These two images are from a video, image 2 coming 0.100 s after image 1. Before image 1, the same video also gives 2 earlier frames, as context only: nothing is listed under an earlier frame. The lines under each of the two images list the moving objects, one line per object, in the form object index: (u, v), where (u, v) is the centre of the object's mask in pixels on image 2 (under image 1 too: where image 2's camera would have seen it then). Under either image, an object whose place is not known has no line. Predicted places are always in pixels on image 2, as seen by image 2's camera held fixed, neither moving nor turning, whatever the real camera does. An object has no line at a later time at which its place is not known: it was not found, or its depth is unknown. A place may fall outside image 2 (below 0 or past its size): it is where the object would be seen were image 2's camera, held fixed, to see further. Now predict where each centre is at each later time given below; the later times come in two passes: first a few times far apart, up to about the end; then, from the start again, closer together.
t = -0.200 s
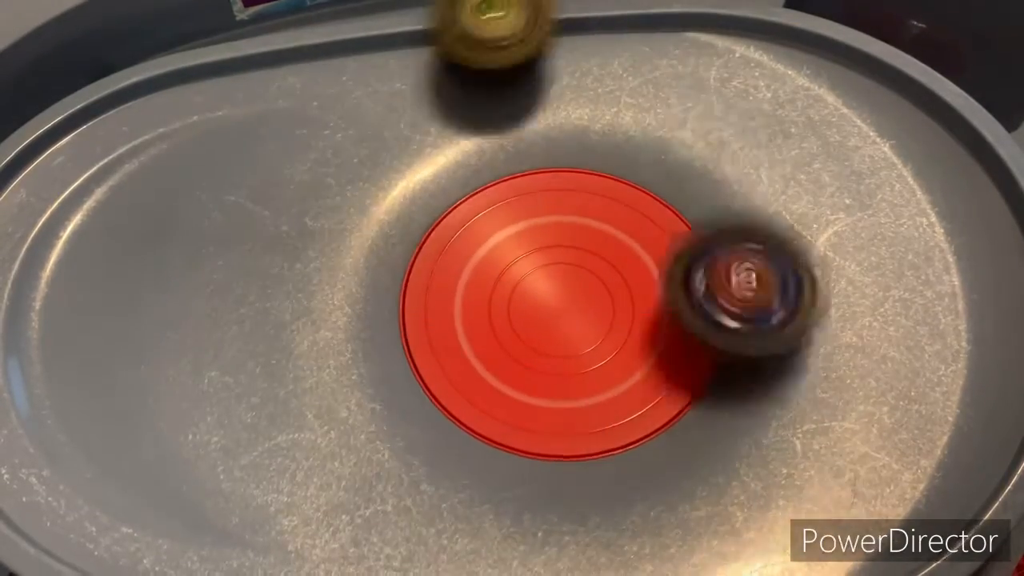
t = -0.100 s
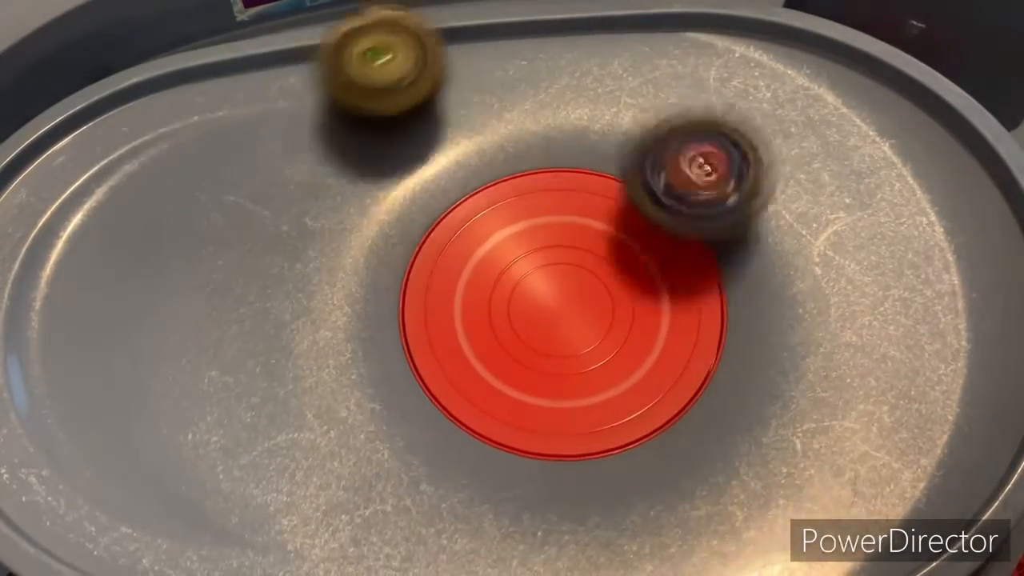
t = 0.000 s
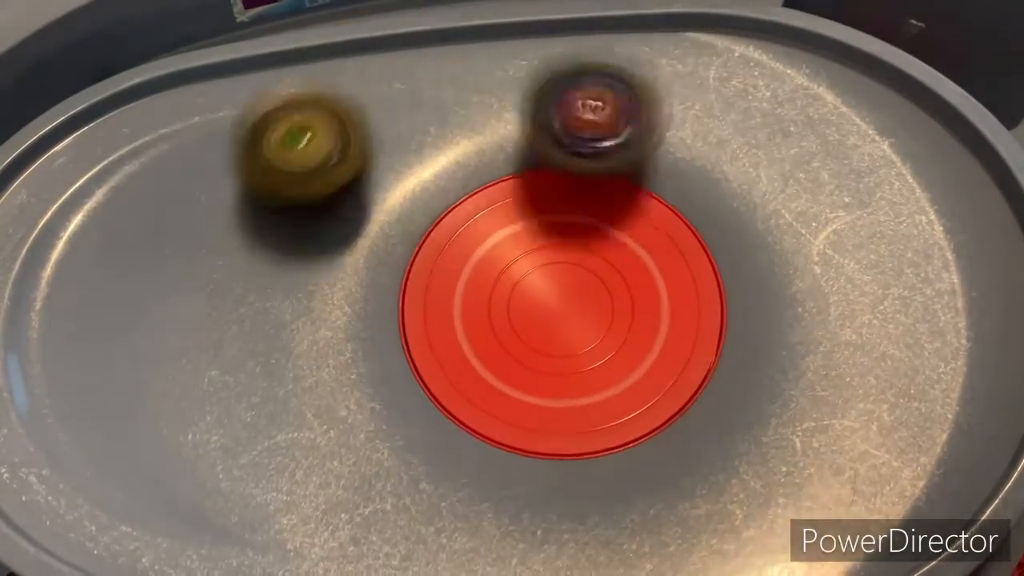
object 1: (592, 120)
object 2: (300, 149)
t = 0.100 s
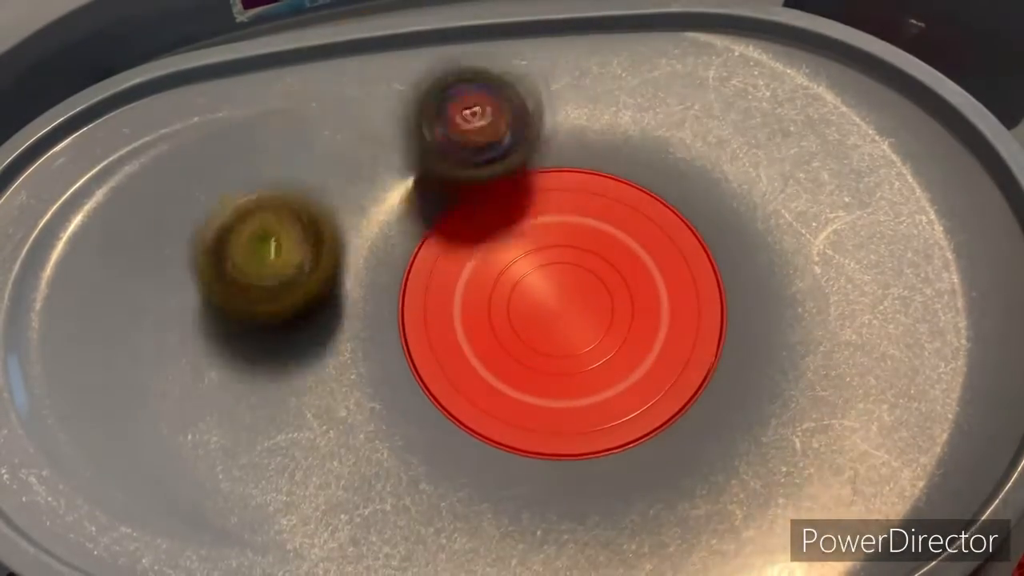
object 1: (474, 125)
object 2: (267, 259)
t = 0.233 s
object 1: (370, 226)
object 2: (301, 418)
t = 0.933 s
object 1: (562, 84)
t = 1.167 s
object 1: (386, 148)
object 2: (711, 127)
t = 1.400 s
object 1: (385, 369)
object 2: (360, 163)
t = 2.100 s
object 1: (454, 166)
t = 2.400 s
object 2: (618, 137)
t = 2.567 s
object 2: (414, 124)
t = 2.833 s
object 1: (722, 240)
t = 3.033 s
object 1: (462, 155)
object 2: (612, 435)
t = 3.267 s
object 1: (355, 357)
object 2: (725, 166)
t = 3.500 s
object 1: (601, 438)
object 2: (491, 116)
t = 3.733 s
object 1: (667, 181)
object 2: (424, 388)
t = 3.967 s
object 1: (414, 173)
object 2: (747, 374)
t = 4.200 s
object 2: (651, 147)
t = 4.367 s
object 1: (683, 404)
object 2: (413, 237)
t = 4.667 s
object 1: (594, 148)
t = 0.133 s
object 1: (438, 142)
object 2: (268, 298)
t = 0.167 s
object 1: (409, 163)
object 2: (274, 339)
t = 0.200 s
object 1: (386, 192)
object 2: (286, 378)
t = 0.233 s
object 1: (370, 226)
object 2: (301, 418)
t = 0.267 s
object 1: (366, 261)
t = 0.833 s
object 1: (658, 113)
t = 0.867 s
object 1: (625, 99)
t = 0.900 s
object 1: (594, 89)
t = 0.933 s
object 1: (562, 84)
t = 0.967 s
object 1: (533, 81)
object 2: (879, 280)
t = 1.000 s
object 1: (504, 85)
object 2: (864, 250)
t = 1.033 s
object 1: (476, 90)
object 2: (841, 218)
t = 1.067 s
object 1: (450, 101)
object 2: (815, 194)
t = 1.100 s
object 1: (427, 115)
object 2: (785, 168)
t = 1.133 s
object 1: (405, 130)
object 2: (752, 147)
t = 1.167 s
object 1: (386, 148)
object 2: (711, 127)
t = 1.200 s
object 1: (371, 171)
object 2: (666, 111)
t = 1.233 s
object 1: (359, 198)
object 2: (610, 99)
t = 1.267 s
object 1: (351, 227)
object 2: (552, 97)
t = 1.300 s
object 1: (348, 262)
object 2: (495, 102)
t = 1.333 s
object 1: (353, 295)
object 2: (444, 117)
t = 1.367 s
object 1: (364, 332)
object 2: (399, 137)
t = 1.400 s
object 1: (385, 369)
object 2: (360, 163)
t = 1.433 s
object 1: (412, 402)
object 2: (325, 190)
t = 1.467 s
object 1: (448, 429)
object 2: (297, 223)
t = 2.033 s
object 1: (537, 135)
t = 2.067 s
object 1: (495, 146)
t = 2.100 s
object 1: (454, 166)
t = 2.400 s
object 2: (618, 137)
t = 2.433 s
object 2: (570, 115)
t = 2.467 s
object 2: (525, 109)
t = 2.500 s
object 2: (480, 112)
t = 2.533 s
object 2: (443, 116)
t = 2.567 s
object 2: (414, 124)
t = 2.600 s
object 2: (387, 136)
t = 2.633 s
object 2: (367, 153)
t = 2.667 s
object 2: (348, 176)
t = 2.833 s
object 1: (722, 240)
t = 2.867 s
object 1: (703, 210)
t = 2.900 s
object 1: (669, 179)
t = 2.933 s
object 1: (631, 154)
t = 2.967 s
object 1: (574, 140)
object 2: (505, 428)
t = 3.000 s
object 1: (517, 144)
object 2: (561, 435)
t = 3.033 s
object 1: (462, 155)
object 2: (612, 435)
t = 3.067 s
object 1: (417, 173)
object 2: (659, 418)
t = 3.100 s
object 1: (380, 206)
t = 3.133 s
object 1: (358, 235)
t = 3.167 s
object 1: (346, 267)
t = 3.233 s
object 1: (346, 327)
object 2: (745, 204)
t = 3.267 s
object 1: (355, 357)
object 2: (725, 166)
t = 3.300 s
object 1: (375, 385)
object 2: (699, 139)
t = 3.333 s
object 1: (396, 412)
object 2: (668, 117)
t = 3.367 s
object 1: (428, 433)
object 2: (639, 105)
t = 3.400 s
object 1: (469, 448)
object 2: (600, 98)
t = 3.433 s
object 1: (511, 454)
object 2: (564, 98)
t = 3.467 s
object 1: (557, 453)
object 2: (528, 103)
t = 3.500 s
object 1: (601, 438)
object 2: (491, 116)
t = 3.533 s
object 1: (642, 415)
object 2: (456, 137)
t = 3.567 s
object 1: (677, 390)
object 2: (424, 166)
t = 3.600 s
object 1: (702, 361)
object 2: (398, 204)
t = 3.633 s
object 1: (715, 322)
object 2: (382, 249)
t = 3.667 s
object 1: (714, 274)
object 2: (381, 297)
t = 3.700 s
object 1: (702, 225)
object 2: (395, 345)
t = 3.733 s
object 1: (667, 181)
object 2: (424, 388)
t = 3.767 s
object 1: (635, 145)
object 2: (465, 421)
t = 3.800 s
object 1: (593, 126)
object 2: (517, 444)
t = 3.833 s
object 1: (550, 119)
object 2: (572, 452)
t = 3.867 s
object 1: (511, 121)
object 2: (625, 448)
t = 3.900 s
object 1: (475, 134)
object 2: (675, 431)
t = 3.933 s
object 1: (442, 148)
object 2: (718, 405)
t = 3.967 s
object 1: (414, 173)
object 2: (747, 374)
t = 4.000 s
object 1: (393, 206)
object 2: (765, 337)
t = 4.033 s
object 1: (379, 243)
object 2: (772, 300)
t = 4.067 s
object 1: (377, 281)
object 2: (767, 262)
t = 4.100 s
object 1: (383, 321)
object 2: (752, 226)
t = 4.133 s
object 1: (402, 359)
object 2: (726, 193)
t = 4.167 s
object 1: (431, 393)
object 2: (692, 168)
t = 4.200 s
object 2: (651, 147)
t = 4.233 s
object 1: (510, 438)
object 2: (605, 138)
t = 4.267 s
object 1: (556, 444)
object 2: (558, 137)
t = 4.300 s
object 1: (601, 437)
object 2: (511, 151)
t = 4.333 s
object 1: (643, 425)
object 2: (456, 180)
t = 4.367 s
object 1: (683, 404)
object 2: (413, 237)
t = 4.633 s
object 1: (638, 161)
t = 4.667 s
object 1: (594, 148)
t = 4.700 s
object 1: (546, 148)
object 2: (709, 391)
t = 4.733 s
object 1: (494, 156)
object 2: (728, 348)
